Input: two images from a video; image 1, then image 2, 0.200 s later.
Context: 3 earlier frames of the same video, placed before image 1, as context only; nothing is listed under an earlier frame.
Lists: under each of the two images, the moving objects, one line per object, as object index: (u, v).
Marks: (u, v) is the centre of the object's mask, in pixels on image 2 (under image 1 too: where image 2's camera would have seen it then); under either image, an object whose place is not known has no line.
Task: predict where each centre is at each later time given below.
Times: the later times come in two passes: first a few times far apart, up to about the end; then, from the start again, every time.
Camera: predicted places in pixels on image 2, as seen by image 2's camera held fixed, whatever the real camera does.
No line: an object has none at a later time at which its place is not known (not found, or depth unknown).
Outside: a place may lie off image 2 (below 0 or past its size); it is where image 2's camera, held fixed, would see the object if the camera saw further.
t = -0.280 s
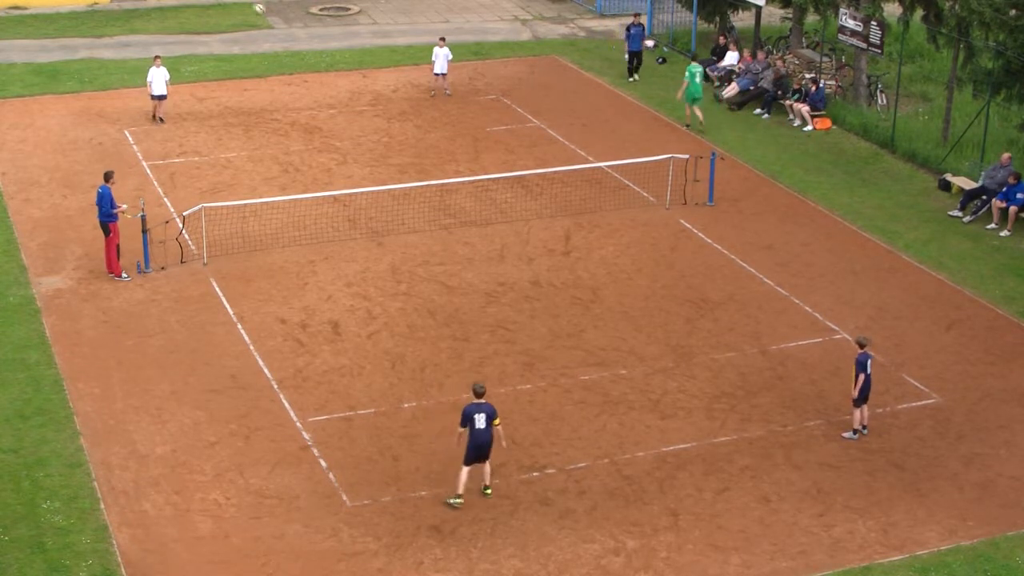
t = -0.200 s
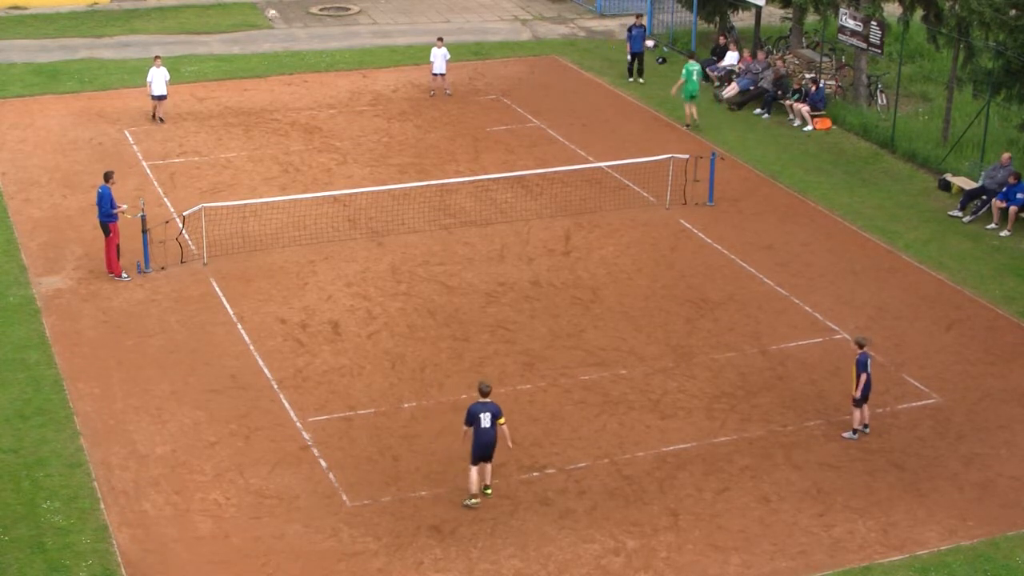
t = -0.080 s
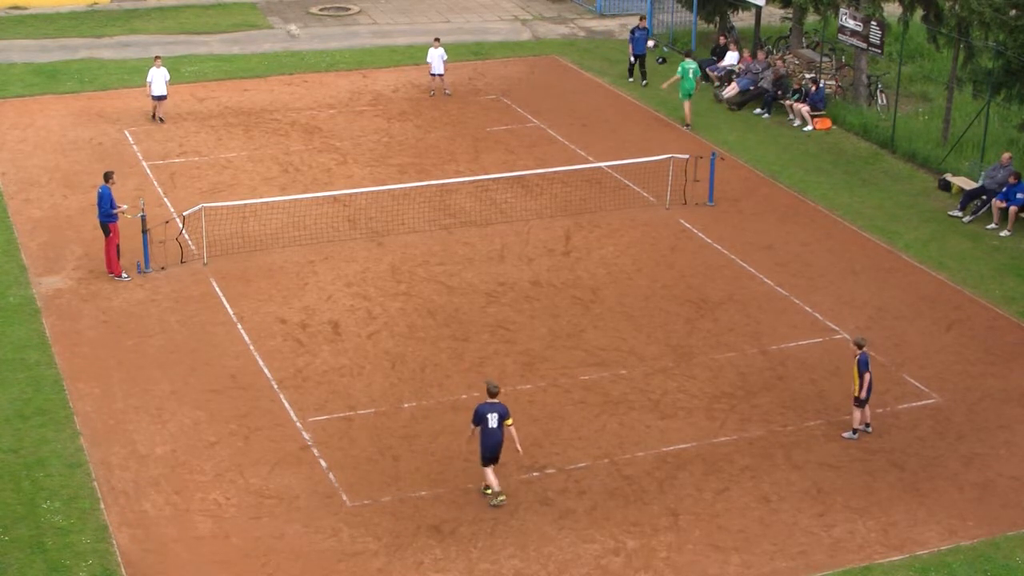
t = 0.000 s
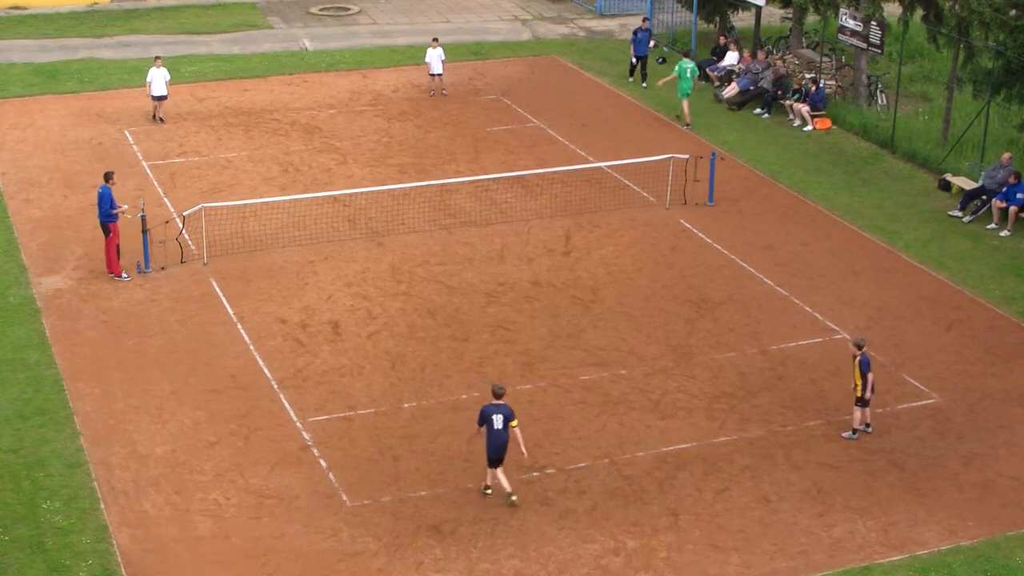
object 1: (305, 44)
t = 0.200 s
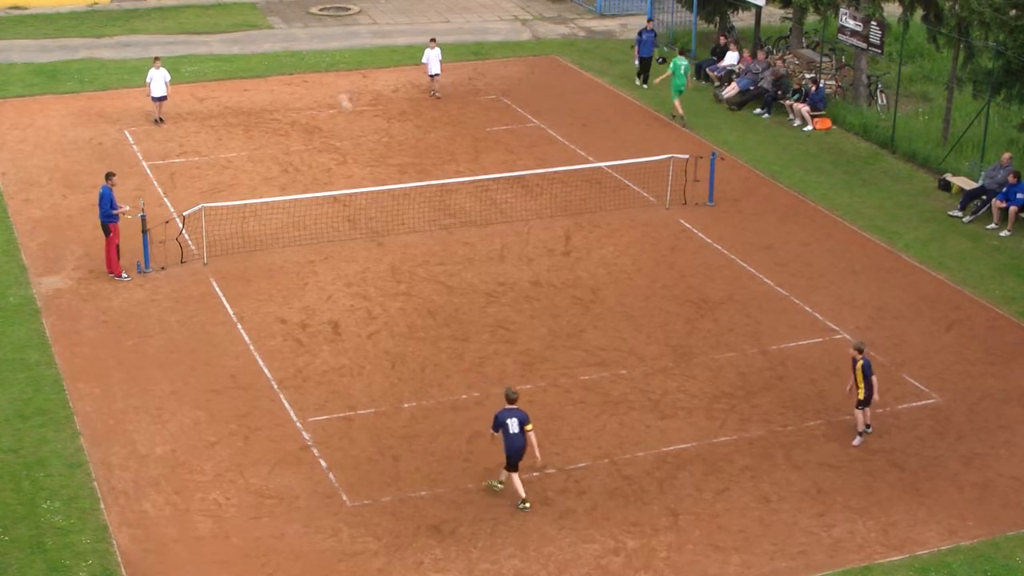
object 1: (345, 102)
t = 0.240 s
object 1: (353, 118)
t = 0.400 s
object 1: (384, 189)
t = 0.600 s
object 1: (426, 304)
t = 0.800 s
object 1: (453, 292)
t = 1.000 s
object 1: (478, 262)
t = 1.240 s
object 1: (509, 259)
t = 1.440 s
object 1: (537, 286)
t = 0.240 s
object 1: (353, 118)
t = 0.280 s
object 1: (361, 135)
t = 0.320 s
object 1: (368, 152)
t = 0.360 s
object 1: (377, 170)
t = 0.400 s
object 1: (384, 189)
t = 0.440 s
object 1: (391, 209)
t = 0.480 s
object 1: (401, 231)
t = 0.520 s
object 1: (409, 255)
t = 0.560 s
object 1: (417, 277)
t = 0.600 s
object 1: (426, 304)
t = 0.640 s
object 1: (433, 327)
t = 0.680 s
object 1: (439, 323)
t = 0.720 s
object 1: (443, 311)
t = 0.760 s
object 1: (447, 301)
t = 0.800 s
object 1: (453, 292)
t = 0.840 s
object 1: (457, 285)
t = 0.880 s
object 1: (463, 276)
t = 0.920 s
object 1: (467, 272)
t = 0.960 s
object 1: (473, 267)
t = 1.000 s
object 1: (478, 262)
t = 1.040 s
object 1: (483, 259)
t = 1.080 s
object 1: (488, 257)
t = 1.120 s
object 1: (493, 256)
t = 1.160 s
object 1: (499, 256)
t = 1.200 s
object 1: (503, 257)
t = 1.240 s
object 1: (509, 259)
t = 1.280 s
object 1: (515, 262)
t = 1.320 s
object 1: (520, 266)
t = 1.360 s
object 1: (526, 272)
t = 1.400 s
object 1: (531, 279)
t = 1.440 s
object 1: (537, 286)
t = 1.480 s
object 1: (543, 296)
